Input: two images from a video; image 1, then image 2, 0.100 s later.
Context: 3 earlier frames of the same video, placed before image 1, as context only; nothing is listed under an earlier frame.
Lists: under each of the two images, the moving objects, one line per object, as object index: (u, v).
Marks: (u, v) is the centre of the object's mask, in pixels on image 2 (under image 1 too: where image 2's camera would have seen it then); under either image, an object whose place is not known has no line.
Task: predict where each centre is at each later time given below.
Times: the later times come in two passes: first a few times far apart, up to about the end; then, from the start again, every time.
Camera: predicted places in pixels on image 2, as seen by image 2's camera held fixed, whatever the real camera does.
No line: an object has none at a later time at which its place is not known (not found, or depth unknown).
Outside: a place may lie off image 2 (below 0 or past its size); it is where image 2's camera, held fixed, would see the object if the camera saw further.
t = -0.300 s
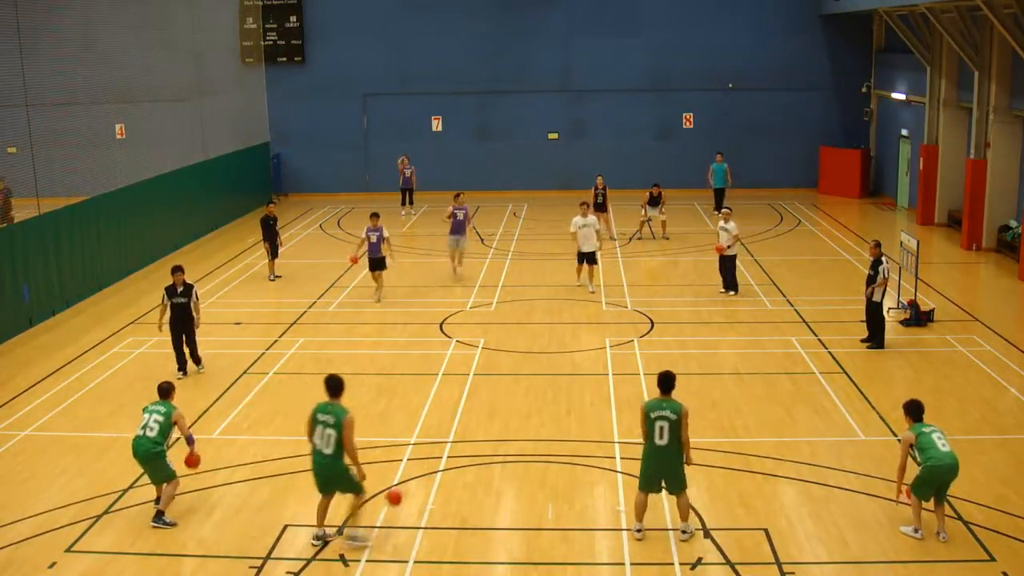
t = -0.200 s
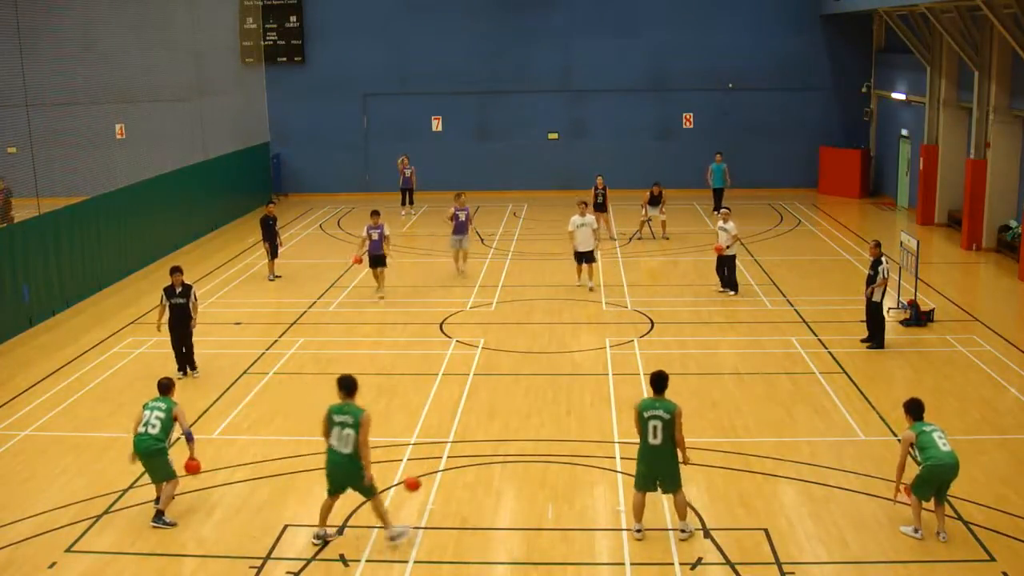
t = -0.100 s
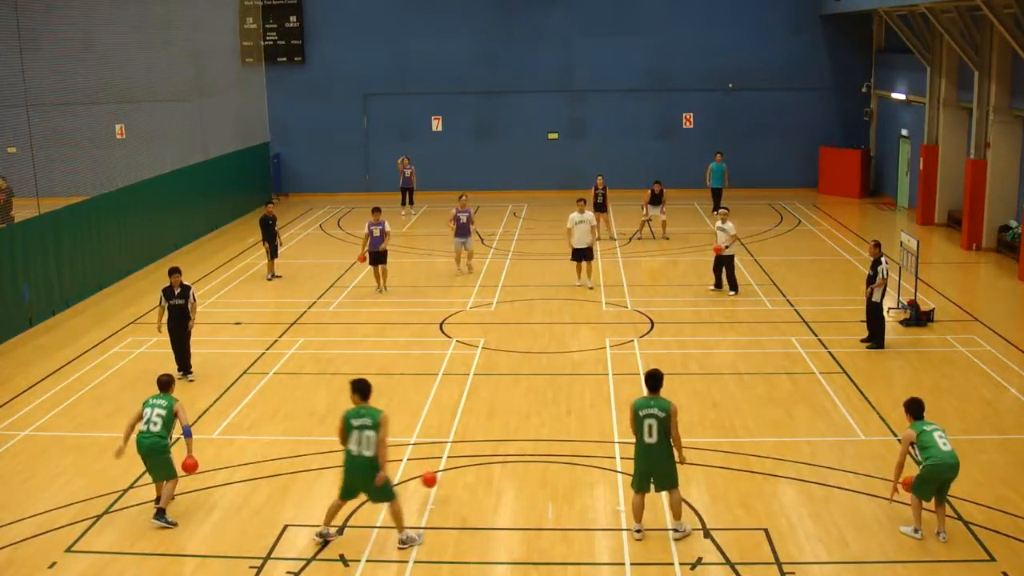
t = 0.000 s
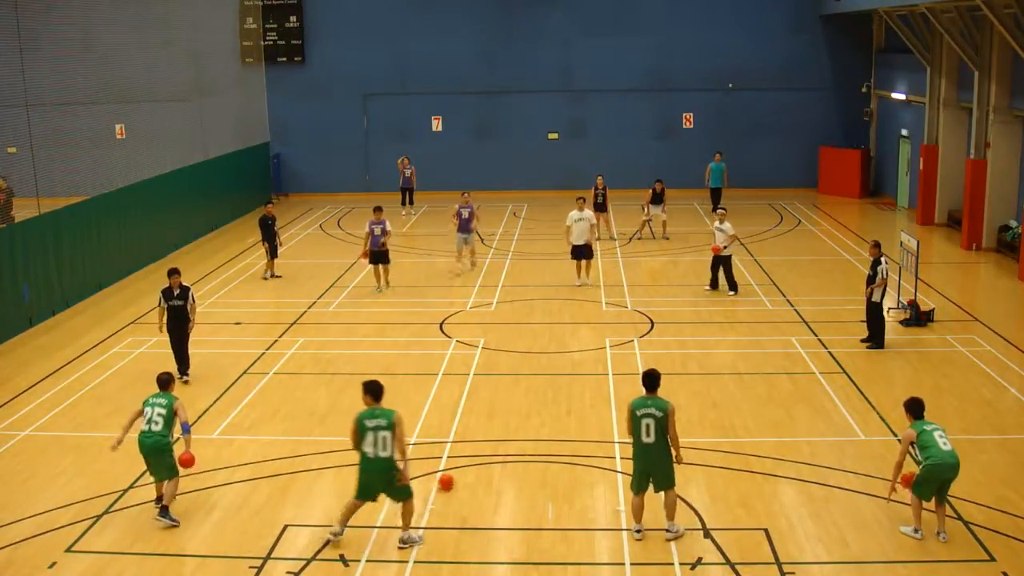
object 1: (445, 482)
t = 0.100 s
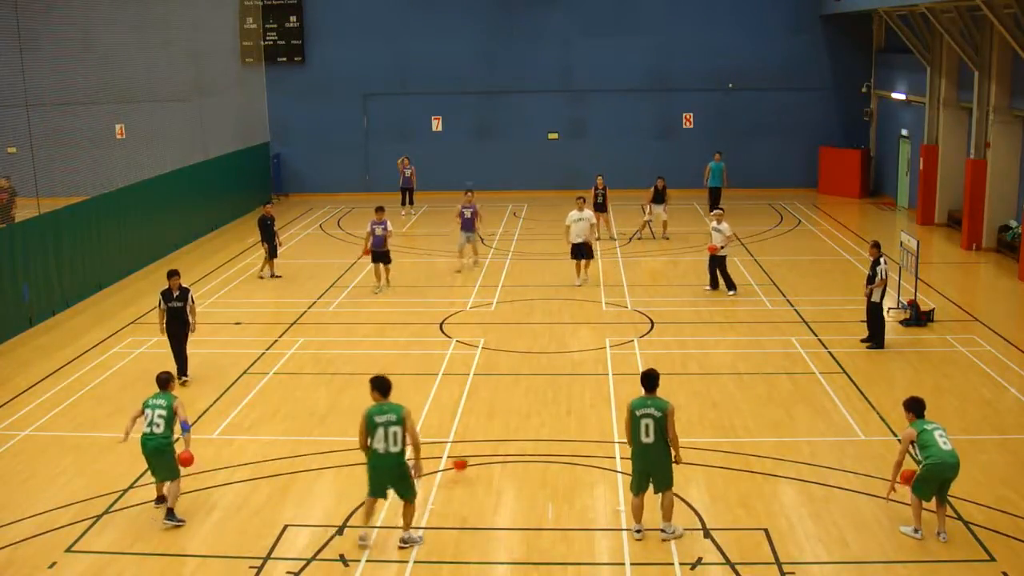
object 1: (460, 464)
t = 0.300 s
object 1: (486, 452)
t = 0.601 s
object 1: (520, 428)
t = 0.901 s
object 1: (547, 409)
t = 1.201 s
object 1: (570, 392)
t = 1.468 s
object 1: (588, 378)
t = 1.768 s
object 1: (607, 365)
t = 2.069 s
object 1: (622, 353)
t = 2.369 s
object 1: (636, 343)
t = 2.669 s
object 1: (647, 334)
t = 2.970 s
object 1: (659, 325)
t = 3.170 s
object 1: (667, 320)
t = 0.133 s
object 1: (465, 459)
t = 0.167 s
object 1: (469, 455)
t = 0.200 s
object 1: (473, 454)
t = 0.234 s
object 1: (478, 452)
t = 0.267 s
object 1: (482, 452)
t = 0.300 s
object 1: (486, 452)
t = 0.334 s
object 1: (491, 449)
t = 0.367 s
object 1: (494, 443)
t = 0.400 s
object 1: (498, 438)
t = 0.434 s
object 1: (502, 436)
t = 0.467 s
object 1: (505, 434)
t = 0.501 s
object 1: (509, 433)
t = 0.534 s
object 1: (513, 432)
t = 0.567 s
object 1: (516, 432)
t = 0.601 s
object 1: (520, 428)
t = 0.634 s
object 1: (523, 424)
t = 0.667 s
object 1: (526, 422)
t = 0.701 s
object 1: (529, 421)
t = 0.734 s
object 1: (532, 419)
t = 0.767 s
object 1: (535, 417)
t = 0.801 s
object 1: (538, 415)
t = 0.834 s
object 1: (541, 413)
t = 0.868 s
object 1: (544, 411)
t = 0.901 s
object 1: (547, 409)
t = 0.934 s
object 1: (549, 406)
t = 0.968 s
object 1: (552, 404)
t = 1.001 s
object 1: (555, 403)
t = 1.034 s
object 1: (557, 400)
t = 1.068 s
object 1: (560, 399)
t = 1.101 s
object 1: (563, 397)
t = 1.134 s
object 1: (565, 395)
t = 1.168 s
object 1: (568, 393)
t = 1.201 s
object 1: (570, 392)
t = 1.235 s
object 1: (572, 390)
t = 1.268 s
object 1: (575, 388)
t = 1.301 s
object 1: (577, 387)
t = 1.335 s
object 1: (579, 385)
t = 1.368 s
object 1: (582, 383)
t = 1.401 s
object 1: (584, 382)
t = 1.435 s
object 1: (586, 380)
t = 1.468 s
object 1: (588, 378)
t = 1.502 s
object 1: (590, 377)
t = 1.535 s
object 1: (593, 375)
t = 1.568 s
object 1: (595, 374)
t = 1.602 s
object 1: (596, 372)
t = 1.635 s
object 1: (598, 371)
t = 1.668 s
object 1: (600, 370)
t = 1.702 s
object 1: (602, 368)
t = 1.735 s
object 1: (604, 366)
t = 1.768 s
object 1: (607, 365)
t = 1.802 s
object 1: (608, 364)
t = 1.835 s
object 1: (610, 362)
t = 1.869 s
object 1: (612, 361)
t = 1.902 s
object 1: (613, 360)
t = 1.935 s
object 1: (616, 359)
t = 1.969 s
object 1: (618, 356)
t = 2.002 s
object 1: (619, 356)
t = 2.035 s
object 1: (620, 354)
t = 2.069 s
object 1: (622, 353)
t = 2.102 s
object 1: (623, 352)
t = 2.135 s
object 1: (625, 351)
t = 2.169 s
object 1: (627, 350)
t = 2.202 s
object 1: (628, 349)
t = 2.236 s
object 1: (630, 347)
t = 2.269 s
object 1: (631, 346)
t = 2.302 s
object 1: (633, 345)
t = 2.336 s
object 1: (634, 344)
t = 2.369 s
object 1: (636, 343)
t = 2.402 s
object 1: (638, 342)
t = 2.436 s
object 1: (639, 340)
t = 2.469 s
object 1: (640, 340)
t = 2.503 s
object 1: (641, 339)
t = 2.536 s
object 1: (644, 337)
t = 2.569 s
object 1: (644, 337)
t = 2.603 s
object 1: (645, 336)
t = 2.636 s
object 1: (647, 335)
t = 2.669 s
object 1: (647, 334)
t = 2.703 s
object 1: (649, 333)
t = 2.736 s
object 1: (650, 332)
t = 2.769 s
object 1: (652, 331)
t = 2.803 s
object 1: (654, 330)
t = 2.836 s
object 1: (655, 328)
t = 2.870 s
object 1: (657, 328)
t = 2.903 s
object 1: (658, 327)
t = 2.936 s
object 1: (659, 325)
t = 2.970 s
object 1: (659, 325)
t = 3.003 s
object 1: (660, 324)
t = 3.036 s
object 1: (662, 323)
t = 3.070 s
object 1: (663, 322)
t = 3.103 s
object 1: (664, 321)
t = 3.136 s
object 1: (665, 321)
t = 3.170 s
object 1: (667, 320)
